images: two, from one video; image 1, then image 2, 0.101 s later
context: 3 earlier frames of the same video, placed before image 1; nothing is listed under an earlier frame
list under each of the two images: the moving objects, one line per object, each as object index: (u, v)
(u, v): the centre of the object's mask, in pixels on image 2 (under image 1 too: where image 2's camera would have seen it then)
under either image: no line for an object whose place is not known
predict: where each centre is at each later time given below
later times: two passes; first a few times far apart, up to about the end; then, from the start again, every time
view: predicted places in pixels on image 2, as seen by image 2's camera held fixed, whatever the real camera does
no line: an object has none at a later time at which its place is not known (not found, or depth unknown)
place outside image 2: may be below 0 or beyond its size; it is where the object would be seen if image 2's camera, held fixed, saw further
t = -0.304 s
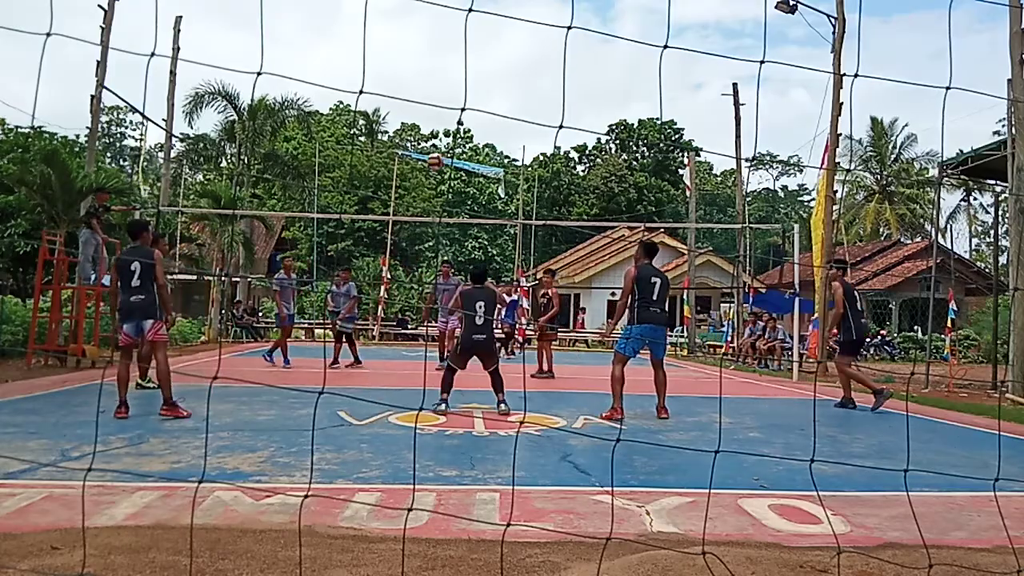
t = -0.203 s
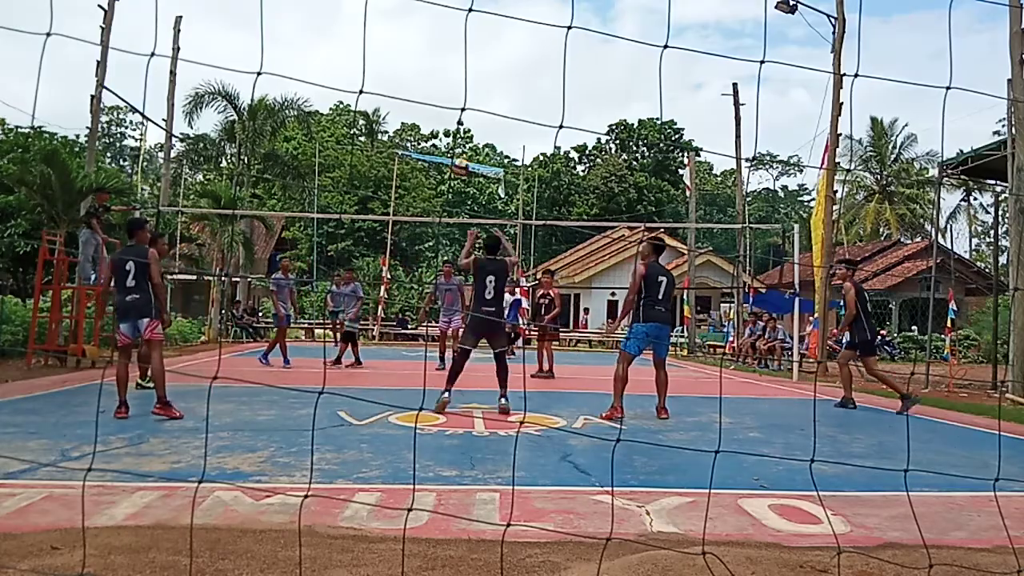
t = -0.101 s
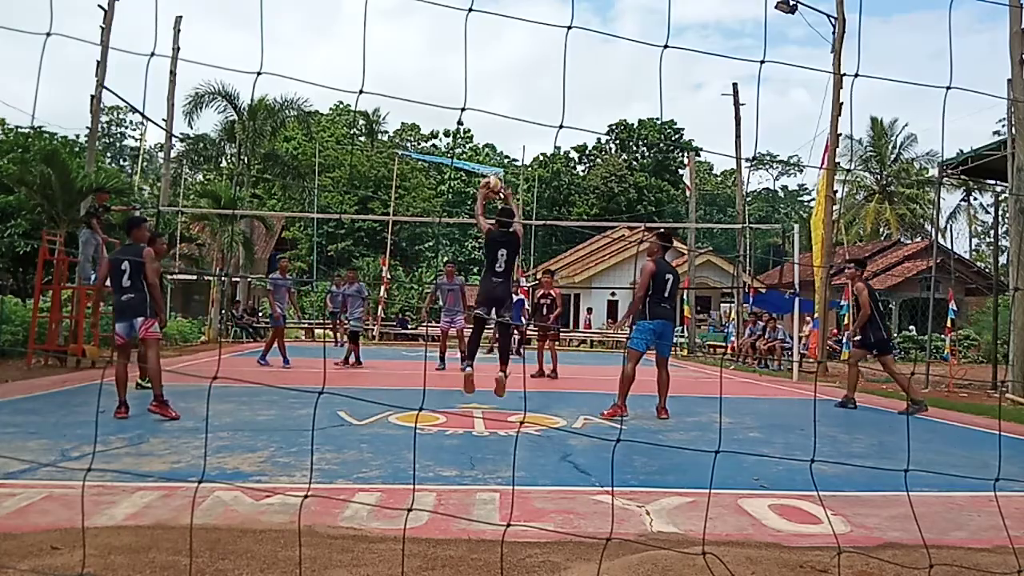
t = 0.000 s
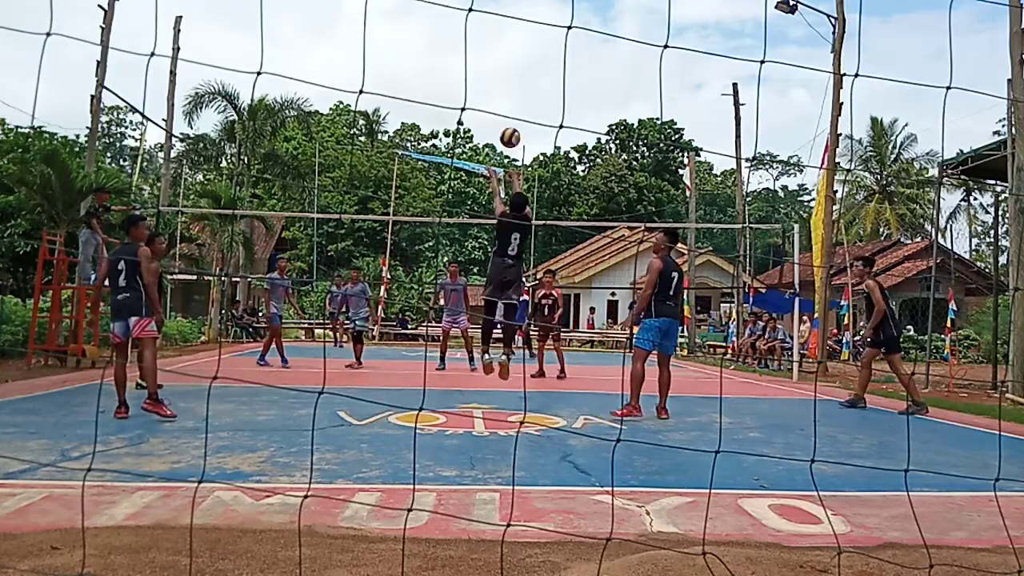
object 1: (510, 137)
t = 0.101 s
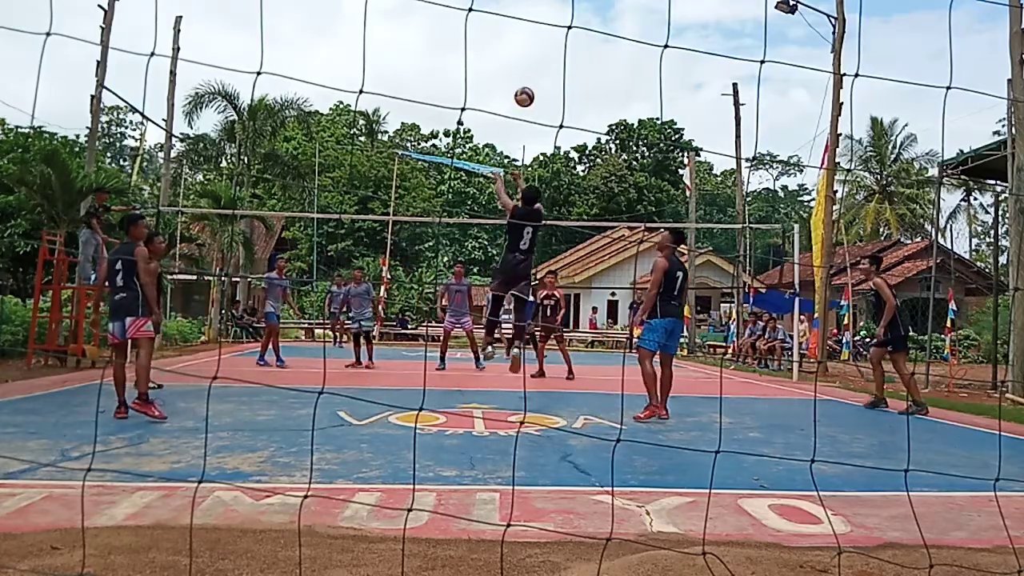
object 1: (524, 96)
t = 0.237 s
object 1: (541, 61)
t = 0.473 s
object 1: (567, 41)
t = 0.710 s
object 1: (589, 68)
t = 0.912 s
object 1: (604, 123)
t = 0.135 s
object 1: (528, 86)
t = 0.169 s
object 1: (533, 77)
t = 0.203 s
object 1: (537, 68)
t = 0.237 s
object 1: (541, 61)
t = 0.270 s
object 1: (545, 55)
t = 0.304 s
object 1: (549, 50)
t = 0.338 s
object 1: (554, 46)
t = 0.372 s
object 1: (557, 44)
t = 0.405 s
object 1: (560, 42)
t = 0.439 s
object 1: (564, 41)
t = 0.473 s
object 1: (567, 41)
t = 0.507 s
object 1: (571, 42)
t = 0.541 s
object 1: (574, 45)
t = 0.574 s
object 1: (577, 48)
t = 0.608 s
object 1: (580, 51)
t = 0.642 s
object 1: (583, 56)
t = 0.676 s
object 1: (586, 61)
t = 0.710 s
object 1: (589, 68)
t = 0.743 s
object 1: (592, 75)
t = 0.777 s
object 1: (594, 83)
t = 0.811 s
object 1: (596, 92)
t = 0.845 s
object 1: (599, 102)
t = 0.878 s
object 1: (601, 112)
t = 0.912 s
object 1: (604, 123)
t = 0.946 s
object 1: (606, 134)
